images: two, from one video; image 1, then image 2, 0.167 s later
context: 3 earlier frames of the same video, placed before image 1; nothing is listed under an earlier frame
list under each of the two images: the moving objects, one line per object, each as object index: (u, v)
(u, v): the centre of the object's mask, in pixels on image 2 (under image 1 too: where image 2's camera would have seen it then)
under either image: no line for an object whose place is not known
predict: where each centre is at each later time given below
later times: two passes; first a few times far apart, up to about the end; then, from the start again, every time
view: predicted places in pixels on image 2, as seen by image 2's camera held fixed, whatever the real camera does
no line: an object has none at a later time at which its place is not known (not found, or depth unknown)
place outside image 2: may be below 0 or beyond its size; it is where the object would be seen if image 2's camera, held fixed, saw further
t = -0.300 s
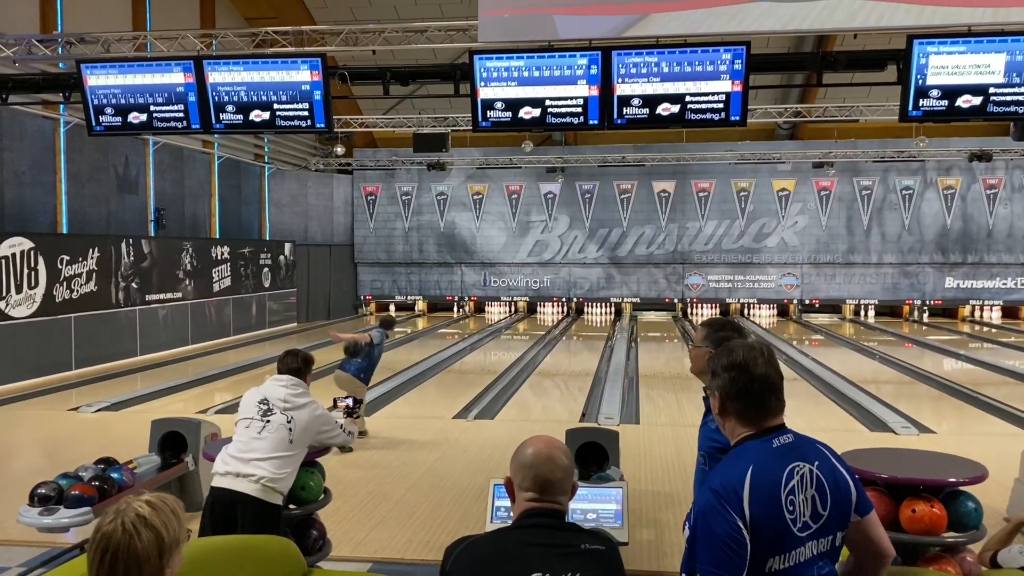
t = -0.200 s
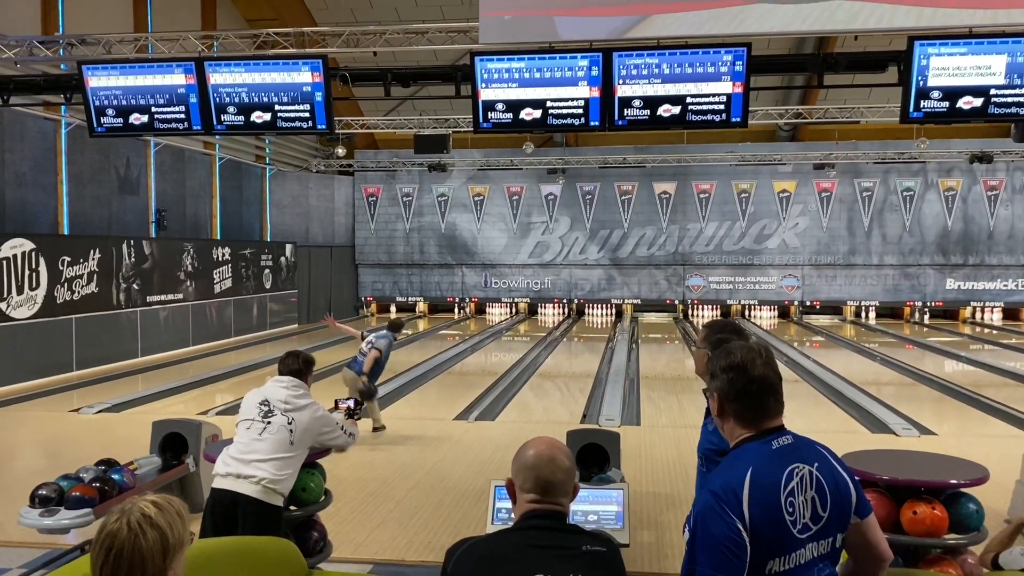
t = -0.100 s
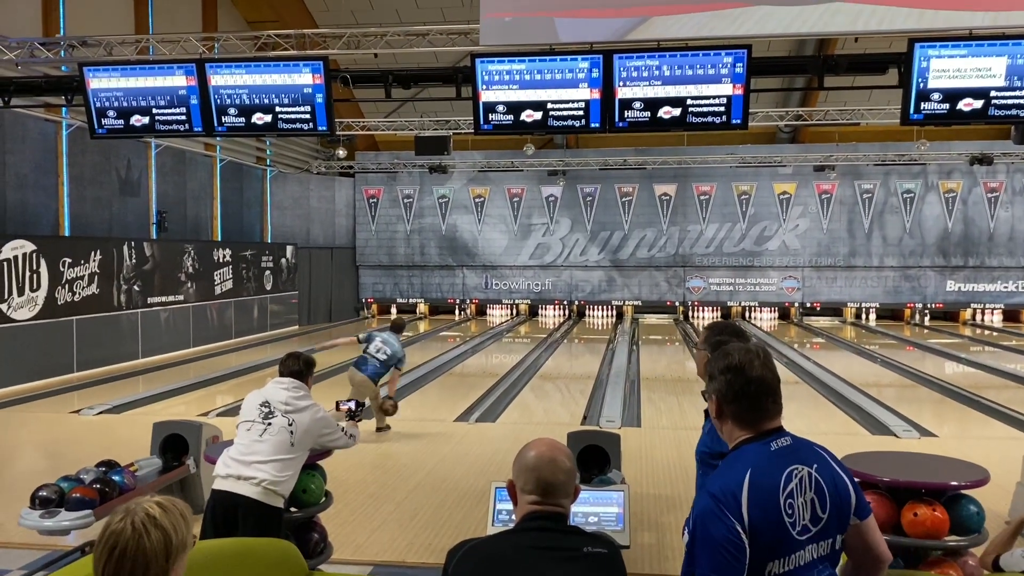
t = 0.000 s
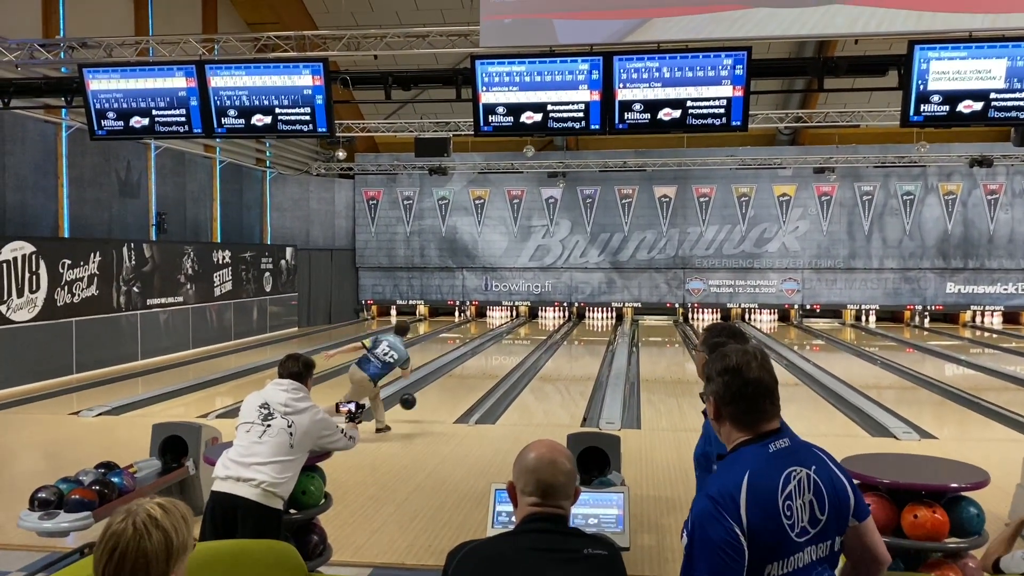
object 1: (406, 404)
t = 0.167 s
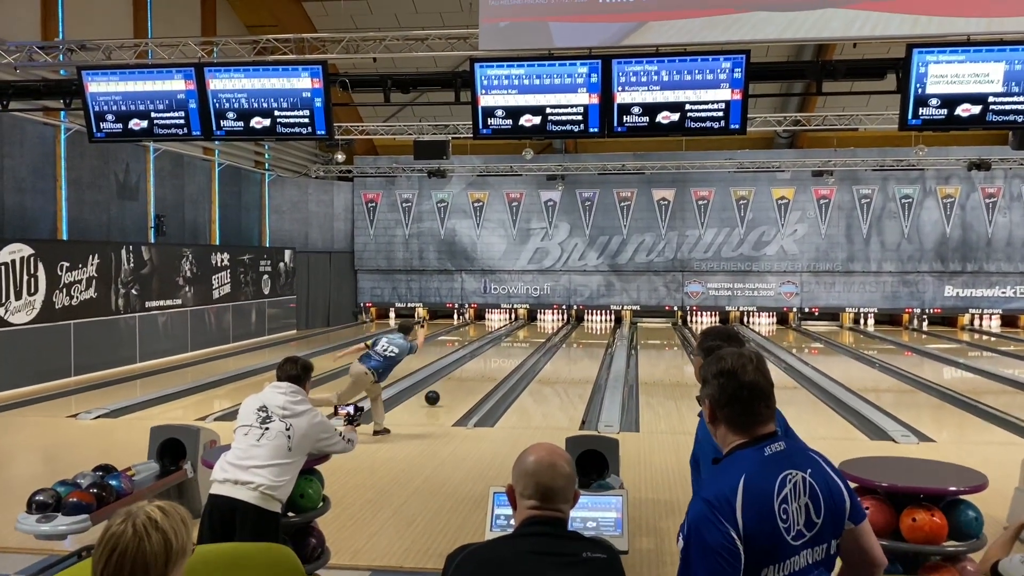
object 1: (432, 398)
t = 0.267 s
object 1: (445, 390)
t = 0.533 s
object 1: (473, 373)
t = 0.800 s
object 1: (493, 359)
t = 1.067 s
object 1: (509, 349)
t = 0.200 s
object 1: (437, 396)
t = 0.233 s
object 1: (441, 393)
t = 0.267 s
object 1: (445, 390)
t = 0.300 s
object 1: (449, 388)
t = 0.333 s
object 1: (453, 386)
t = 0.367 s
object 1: (456, 384)
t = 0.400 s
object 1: (460, 382)
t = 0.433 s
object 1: (463, 379)
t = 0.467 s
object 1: (467, 377)
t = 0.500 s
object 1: (470, 375)
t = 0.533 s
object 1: (473, 373)
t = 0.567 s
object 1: (476, 371)
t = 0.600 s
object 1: (479, 369)
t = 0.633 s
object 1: (481, 368)
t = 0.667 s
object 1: (484, 366)
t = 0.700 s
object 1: (486, 364)
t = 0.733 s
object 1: (489, 362)
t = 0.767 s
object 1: (491, 361)
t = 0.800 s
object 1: (493, 359)
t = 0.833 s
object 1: (496, 358)
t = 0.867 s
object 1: (498, 357)
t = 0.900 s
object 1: (500, 355)
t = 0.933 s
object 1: (502, 354)
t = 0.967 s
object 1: (504, 353)
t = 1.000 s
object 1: (506, 351)
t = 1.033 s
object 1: (507, 350)
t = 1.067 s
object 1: (509, 349)
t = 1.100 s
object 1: (511, 348)
